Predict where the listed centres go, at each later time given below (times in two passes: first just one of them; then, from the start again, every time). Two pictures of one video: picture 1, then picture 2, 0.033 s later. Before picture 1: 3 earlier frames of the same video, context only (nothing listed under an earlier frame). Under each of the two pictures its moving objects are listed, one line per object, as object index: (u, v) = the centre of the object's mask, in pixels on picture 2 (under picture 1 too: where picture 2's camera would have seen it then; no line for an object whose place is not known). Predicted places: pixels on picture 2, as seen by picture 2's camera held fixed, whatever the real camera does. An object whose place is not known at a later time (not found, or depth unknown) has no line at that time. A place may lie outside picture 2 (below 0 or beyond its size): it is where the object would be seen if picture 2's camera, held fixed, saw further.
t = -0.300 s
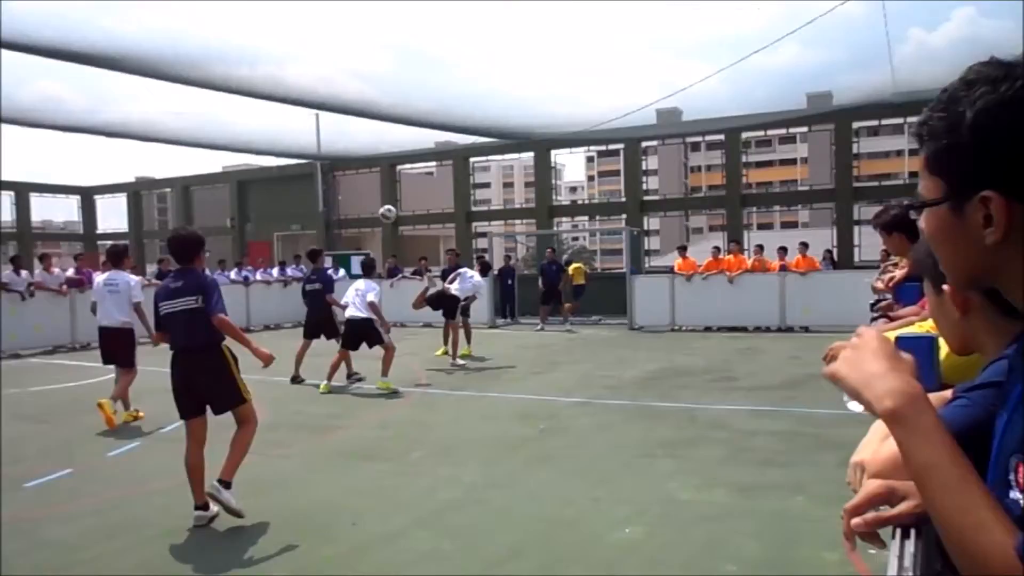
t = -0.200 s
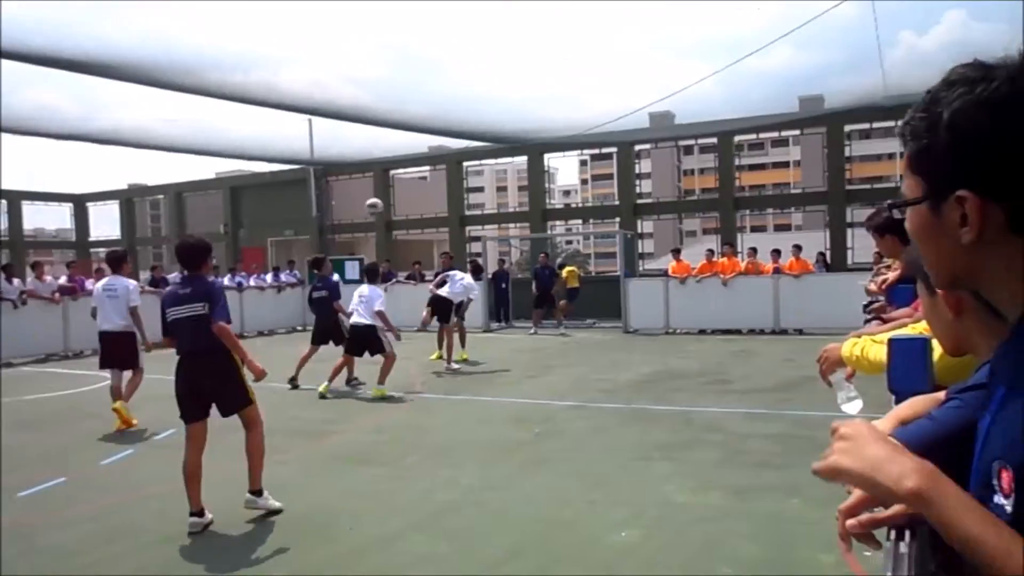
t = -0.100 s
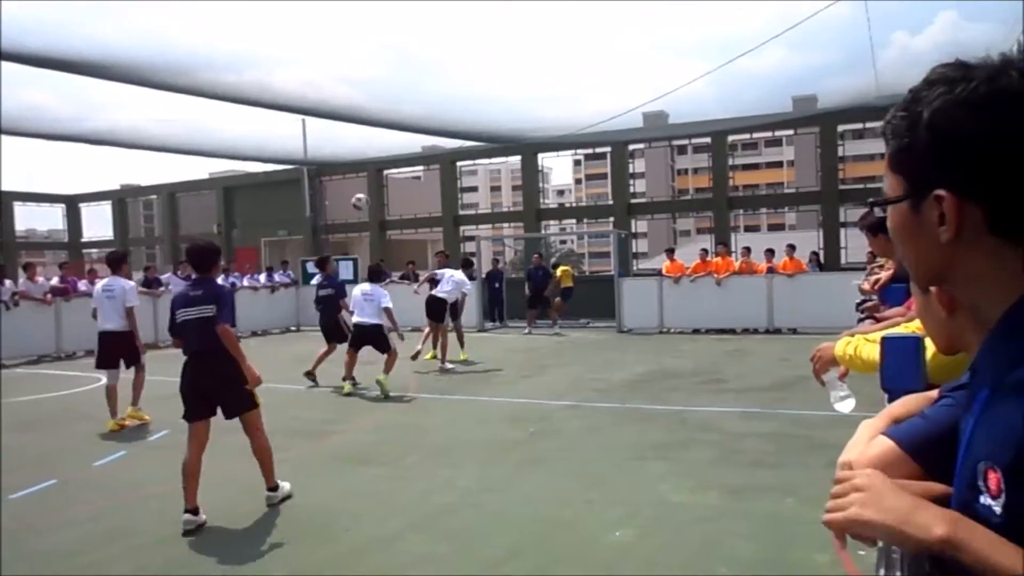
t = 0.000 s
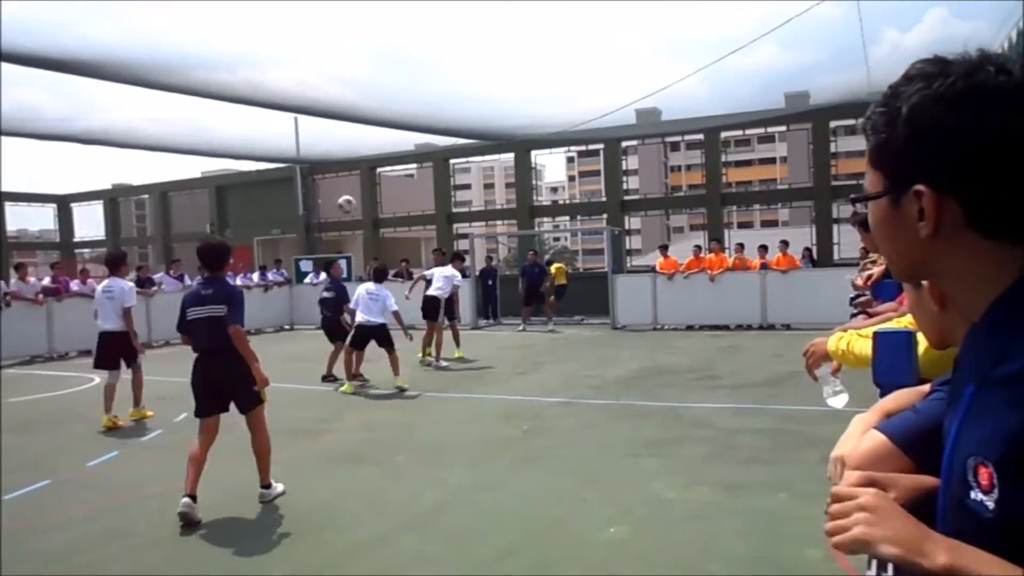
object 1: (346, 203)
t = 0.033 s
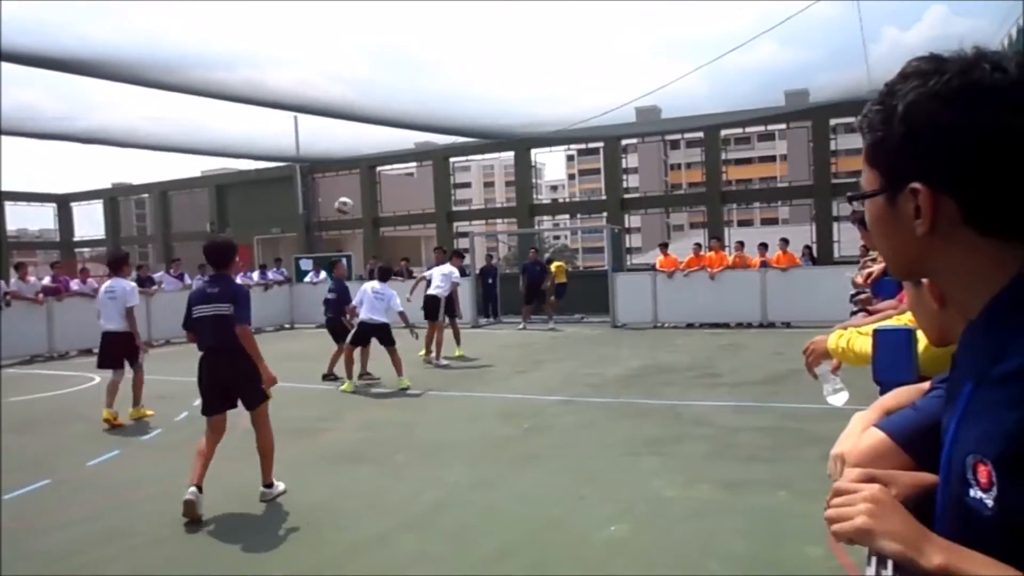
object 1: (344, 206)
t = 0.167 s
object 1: (336, 228)
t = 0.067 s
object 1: (342, 210)
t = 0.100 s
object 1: (340, 216)
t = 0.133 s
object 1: (337, 222)
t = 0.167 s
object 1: (336, 228)
